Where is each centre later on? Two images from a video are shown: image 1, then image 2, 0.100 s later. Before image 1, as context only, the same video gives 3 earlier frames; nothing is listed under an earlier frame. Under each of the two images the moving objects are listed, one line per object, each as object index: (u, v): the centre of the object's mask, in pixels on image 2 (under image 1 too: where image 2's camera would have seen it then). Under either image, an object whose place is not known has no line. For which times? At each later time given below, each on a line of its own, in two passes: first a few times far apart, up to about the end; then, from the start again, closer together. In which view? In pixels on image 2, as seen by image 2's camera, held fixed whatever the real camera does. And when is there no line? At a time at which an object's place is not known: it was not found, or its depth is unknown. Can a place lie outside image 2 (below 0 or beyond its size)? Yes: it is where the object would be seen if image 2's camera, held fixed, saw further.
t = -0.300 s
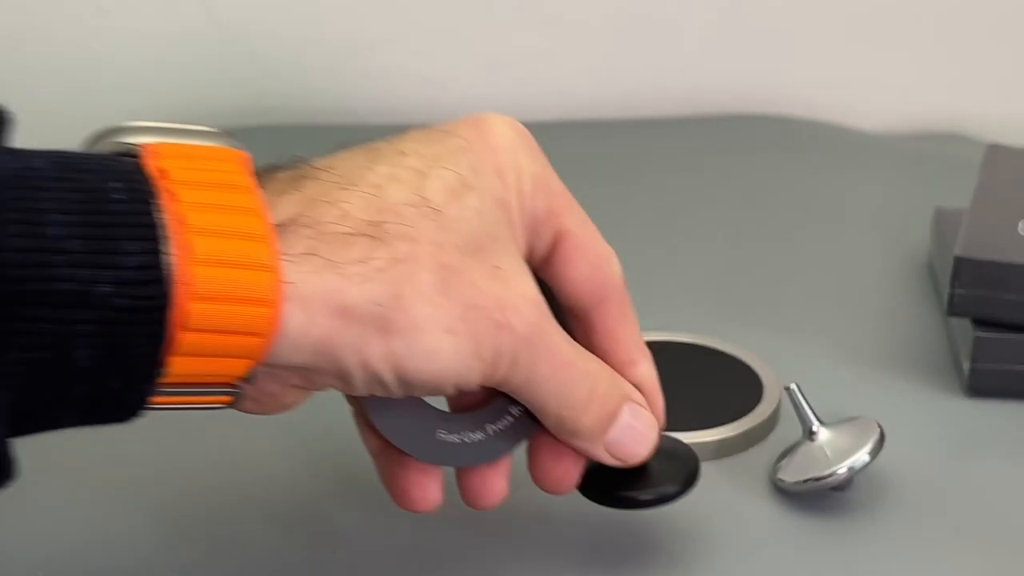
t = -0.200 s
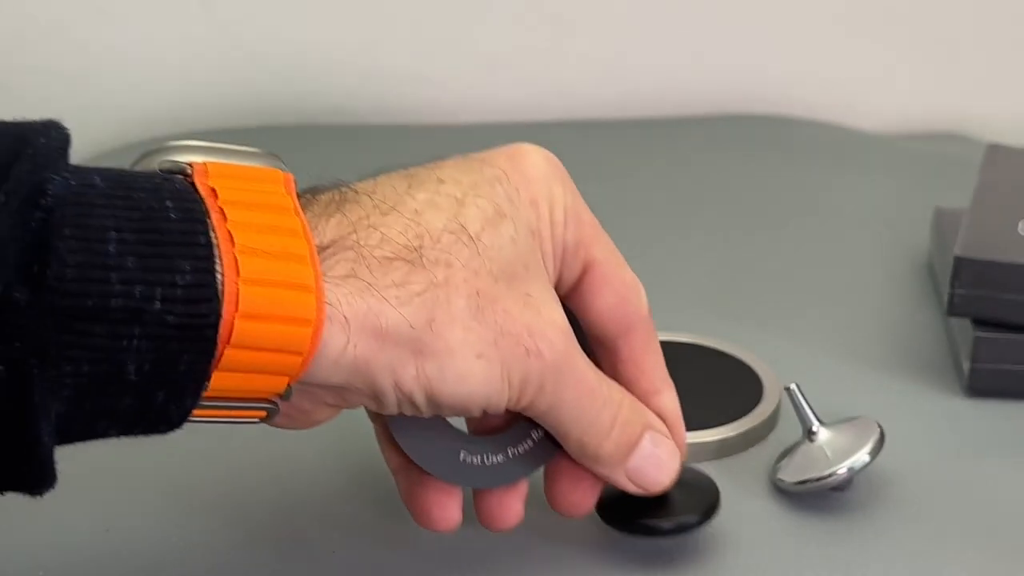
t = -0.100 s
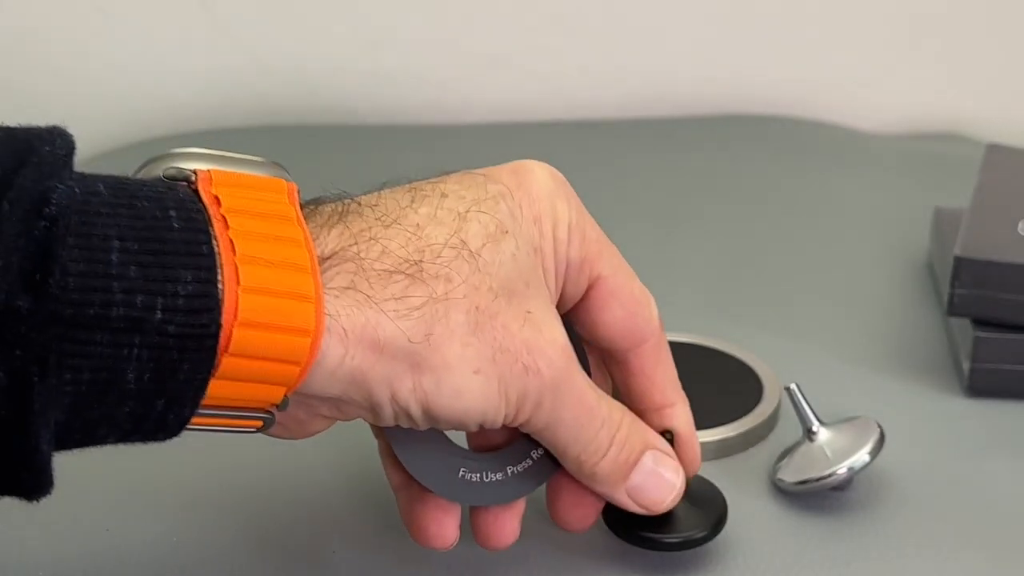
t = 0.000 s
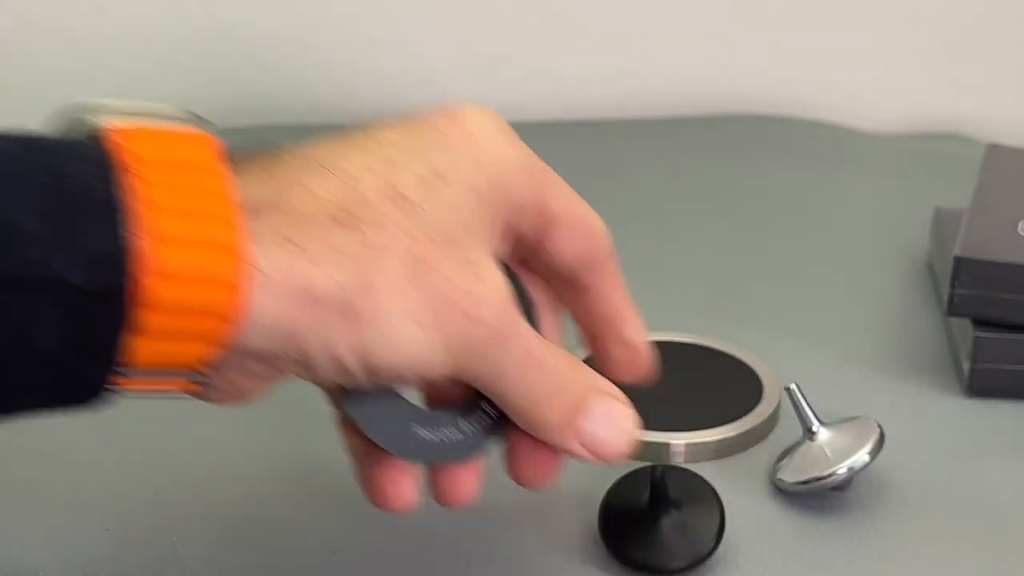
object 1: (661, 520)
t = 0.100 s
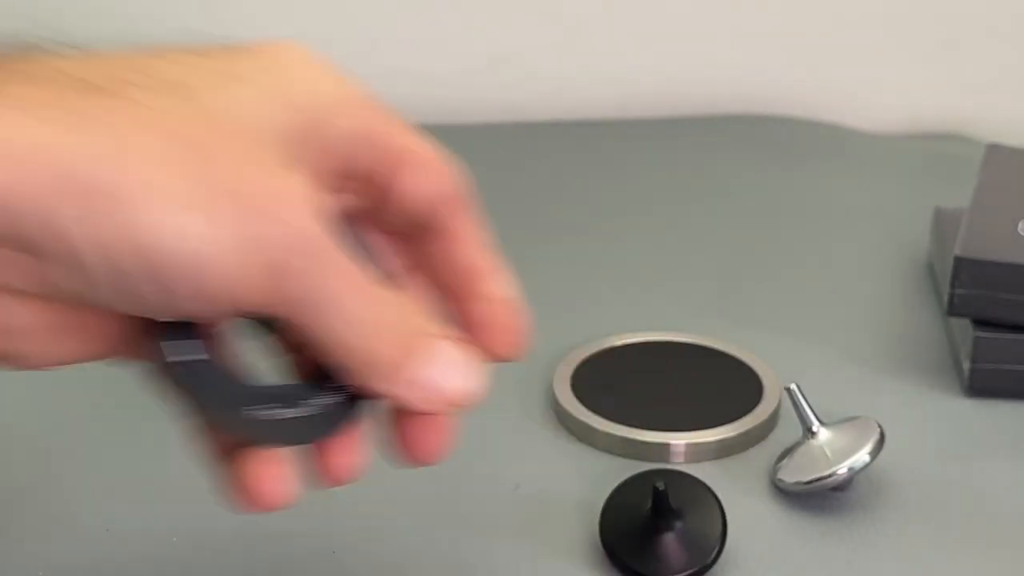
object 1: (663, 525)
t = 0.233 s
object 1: (668, 525)
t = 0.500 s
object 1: (683, 523)
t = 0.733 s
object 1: (690, 518)
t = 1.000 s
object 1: (691, 516)
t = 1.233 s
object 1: (690, 517)
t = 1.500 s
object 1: (690, 517)
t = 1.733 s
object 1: (690, 517)
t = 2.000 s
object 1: (690, 517)
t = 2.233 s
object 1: (690, 517)
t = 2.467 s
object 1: (690, 517)
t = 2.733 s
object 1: (690, 517)
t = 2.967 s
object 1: (690, 517)
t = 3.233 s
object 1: (690, 516)
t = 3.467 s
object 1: (691, 516)
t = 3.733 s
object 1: (691, 516)
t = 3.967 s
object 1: (691, 516)
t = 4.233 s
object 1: (690, 516)
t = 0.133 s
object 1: (664, 525)
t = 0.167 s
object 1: (665, 525)
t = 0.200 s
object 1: (667, 525)
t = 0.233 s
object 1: (668, 525)
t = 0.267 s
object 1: (669, 525)
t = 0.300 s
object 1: (671, 526)
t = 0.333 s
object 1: (674, 526)
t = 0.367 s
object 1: (676, 526)
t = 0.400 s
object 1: (678, 525)
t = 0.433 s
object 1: (680, 525)
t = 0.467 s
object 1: (681, 524)
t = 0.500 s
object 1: (683, 523)
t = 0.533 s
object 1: (684, 523)
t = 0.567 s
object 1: (686, 522)
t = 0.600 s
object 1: (686, 521)
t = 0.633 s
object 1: (687, 521)
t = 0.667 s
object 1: (688, 520)
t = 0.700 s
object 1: (689, 519)
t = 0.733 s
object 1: (690, 518)
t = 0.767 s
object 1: (690, 517)
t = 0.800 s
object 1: (691, 516)
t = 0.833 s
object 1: (691, 516)
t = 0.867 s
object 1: (691, 515)
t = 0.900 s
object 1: (691, 515)
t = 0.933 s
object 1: (691, 515)
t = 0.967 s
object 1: (691, 515)
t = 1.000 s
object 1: (691, 516)
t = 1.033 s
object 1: (691, 516)
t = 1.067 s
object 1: (690, 517)
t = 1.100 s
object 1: (690, 517)
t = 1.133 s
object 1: (690, 517)
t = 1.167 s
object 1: (690, 517)
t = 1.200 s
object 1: (690, 517)
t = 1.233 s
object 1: (690, 517)
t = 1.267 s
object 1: (690, 517)
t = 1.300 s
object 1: (691, 517)
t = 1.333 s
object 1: (690, 517)
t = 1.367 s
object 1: (690, 517)
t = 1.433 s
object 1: (690, 517)
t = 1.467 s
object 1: (691, 517)
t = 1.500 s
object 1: (690, 517)
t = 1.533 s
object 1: (690, 517)
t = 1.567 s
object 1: (690, 517)
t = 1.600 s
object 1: (690, 517)
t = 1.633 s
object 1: (690, 517)
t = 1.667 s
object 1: (690, 517)
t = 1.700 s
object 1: (690, 517)
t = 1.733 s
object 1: (690, 517)
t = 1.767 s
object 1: (690, 517)
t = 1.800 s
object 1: (690, 517)
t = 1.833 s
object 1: (690, 517)
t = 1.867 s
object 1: (690, 517)
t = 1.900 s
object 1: (690, 517)
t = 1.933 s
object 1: (690, 517)
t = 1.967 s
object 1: (690, 517)
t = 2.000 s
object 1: (690, 517)
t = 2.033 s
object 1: (690, 516)
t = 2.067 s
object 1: (690, 517)
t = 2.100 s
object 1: (690, 517)
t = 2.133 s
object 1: (690, 517)
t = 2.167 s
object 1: (690, 517)
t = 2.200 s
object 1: (690, 517)
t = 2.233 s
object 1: (690, 517)
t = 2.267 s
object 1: (690, 517)
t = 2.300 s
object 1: (690, 517)
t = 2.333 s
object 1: (690, 517)
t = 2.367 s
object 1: (690, 517)
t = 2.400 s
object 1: (690, 517)
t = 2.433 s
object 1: (690, 517)
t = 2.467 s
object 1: (690, 517)
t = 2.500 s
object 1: (690, 517)
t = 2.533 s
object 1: (690, 517)
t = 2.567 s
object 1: (690, 517)
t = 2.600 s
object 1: (690, 517)
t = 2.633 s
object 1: (690, 517)
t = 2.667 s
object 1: (690, 517)
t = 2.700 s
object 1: (690, 517)
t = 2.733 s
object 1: (690, 517)
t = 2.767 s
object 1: (690, 517)
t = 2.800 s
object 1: (690, 517)
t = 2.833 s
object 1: (690, 517)
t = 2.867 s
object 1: (690, 517)
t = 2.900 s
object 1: (691, 517)
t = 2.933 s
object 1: (690, 517)
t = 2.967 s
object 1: (690, 517)
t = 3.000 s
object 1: (690, 517)
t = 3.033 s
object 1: (691, 517)
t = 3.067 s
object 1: (691, 516)
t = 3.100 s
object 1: (691, 516)
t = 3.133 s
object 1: (691, 516)
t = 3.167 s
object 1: (691, 516)
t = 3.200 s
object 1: (690, 517)
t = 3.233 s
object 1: (690, 516)
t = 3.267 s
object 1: (691, 516)
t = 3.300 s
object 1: (691, 516)
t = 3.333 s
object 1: (690, 516)
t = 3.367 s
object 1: (690, 517)
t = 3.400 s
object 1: (690, 517)
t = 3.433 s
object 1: (691, 516)
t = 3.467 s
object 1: (691, 516)
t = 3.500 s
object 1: (691, 516)
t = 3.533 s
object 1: (691, 516)
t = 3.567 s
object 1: (691, 517)
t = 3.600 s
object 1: (691, 516)
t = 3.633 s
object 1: (691, 516)
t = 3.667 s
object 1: (691, 516)
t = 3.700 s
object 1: (691, 516)
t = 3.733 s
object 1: (691, 516)
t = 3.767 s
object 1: (691, 517)
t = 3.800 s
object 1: (691, 517)
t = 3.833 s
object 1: (691, 516)
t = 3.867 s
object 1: (691, 516)
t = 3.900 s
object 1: (691, 516)
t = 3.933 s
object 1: (691, 516)
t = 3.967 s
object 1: (691, 516)
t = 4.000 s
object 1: (691, 516)
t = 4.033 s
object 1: (691, 516)
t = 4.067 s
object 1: (691, 516)
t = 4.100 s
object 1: (691, 516)
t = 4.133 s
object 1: (691, 516)
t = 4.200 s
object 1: (691, 516)
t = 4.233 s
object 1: (690, 516)
